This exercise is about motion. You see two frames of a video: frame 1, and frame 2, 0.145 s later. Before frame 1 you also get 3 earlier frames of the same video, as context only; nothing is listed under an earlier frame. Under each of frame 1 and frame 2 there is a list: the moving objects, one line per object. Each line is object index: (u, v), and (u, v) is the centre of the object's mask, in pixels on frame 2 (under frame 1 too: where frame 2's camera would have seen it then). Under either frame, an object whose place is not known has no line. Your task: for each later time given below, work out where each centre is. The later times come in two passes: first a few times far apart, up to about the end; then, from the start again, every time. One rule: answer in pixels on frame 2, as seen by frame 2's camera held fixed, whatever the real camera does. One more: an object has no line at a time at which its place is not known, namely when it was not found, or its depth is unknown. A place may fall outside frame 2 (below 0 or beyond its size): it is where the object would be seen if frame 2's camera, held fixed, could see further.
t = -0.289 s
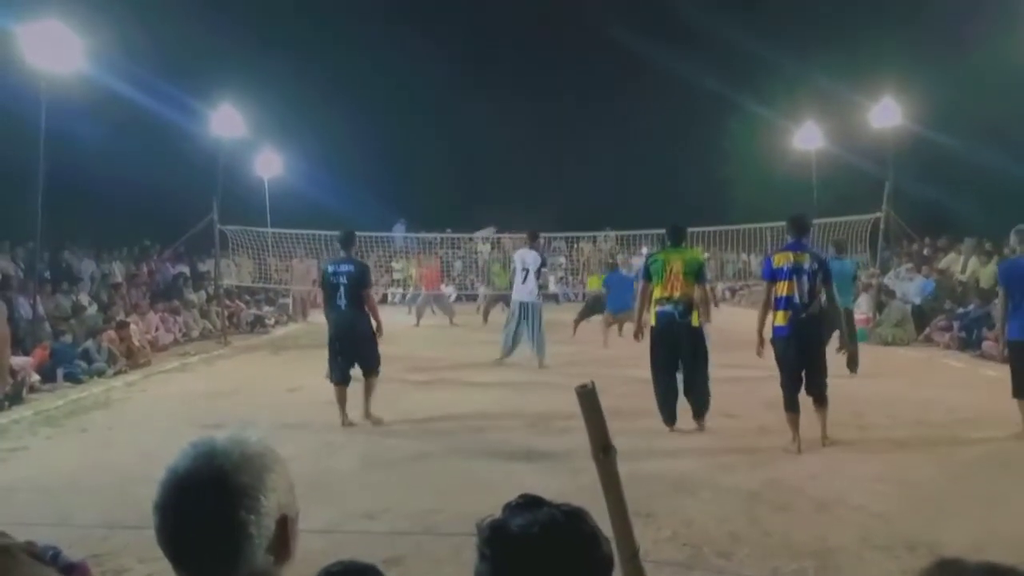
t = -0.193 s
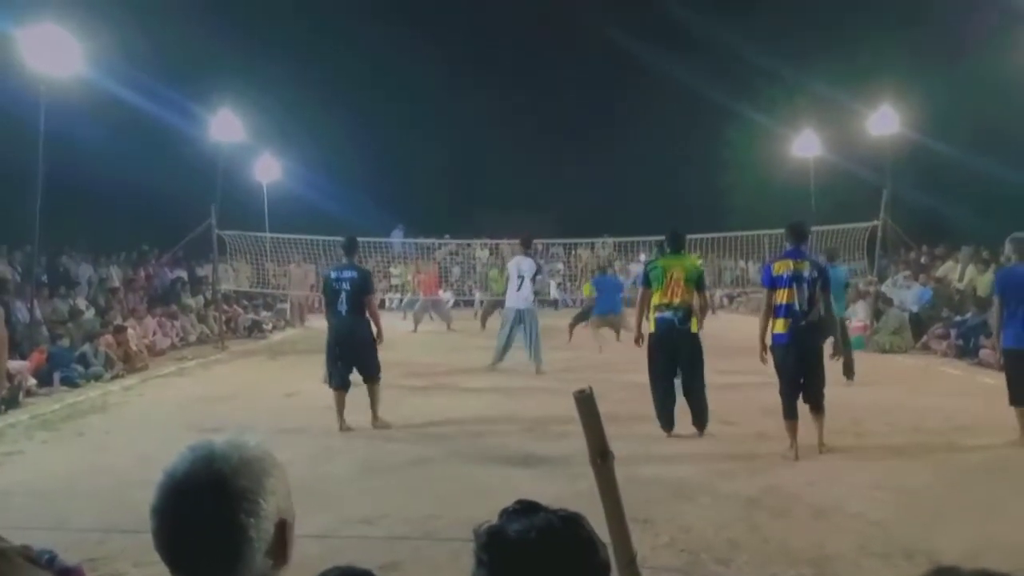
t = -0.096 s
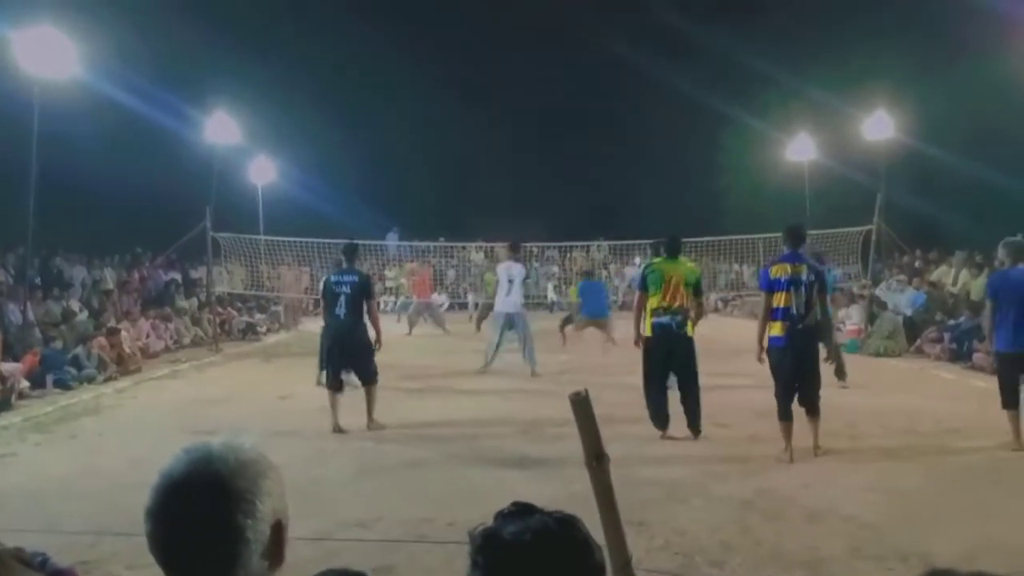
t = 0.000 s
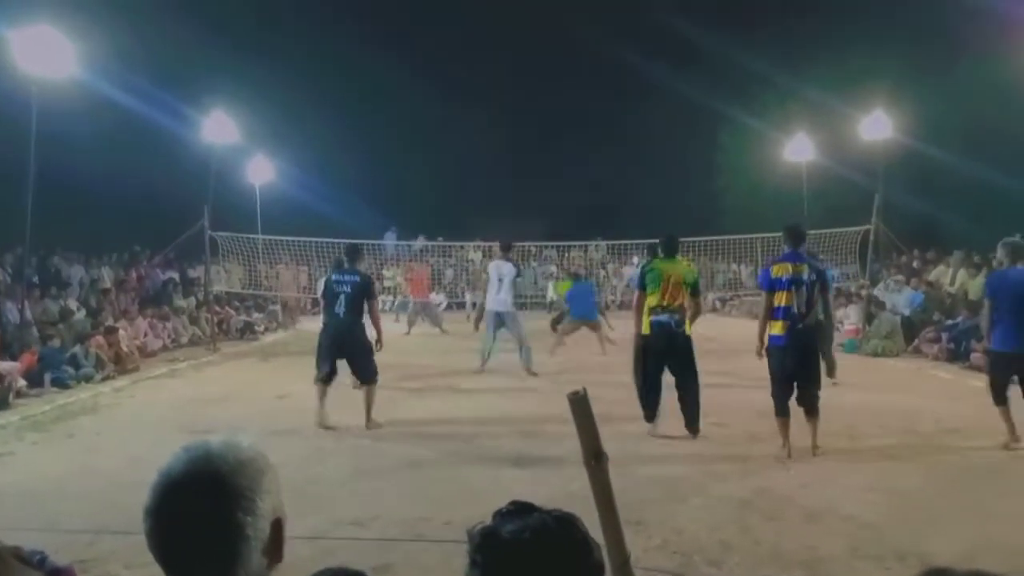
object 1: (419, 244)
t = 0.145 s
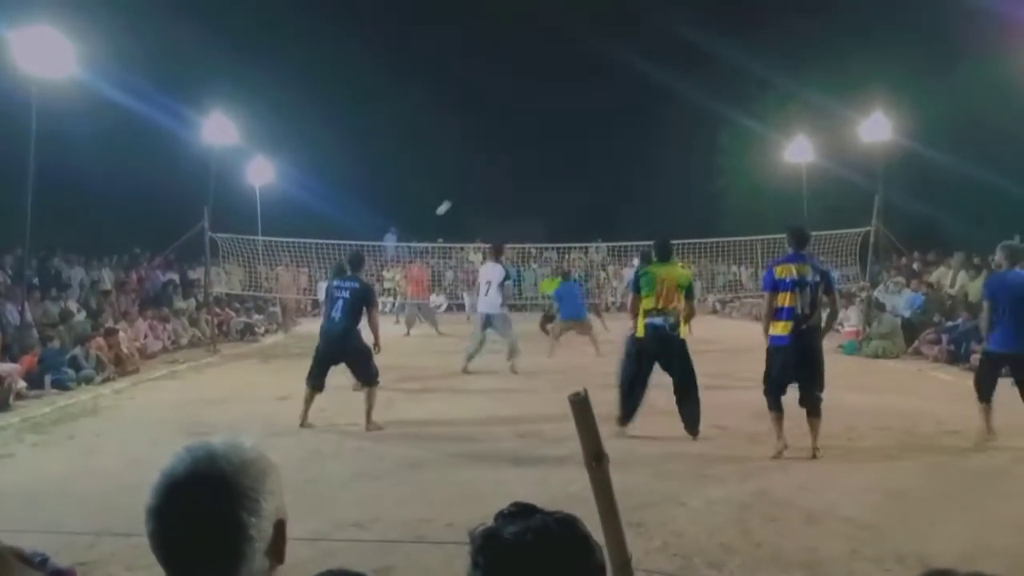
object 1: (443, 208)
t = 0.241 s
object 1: (460, 188)
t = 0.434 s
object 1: (502, 157)
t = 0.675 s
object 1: (563, 145)
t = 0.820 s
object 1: (610, 157)
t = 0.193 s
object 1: (452, 197)
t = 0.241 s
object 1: (460, 188)
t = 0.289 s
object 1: (470, 179)
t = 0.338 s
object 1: (479, 170)
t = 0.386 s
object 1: (490, 164)
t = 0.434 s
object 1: (502, 157)
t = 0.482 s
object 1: (512, 152)
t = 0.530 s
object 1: (525, 148)
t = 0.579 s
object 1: (537, 146)
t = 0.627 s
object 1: (550, 145)
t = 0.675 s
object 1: (563, 145)
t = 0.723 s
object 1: (578, 147)
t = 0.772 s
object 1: (593, 151)
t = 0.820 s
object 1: (610, 157)
